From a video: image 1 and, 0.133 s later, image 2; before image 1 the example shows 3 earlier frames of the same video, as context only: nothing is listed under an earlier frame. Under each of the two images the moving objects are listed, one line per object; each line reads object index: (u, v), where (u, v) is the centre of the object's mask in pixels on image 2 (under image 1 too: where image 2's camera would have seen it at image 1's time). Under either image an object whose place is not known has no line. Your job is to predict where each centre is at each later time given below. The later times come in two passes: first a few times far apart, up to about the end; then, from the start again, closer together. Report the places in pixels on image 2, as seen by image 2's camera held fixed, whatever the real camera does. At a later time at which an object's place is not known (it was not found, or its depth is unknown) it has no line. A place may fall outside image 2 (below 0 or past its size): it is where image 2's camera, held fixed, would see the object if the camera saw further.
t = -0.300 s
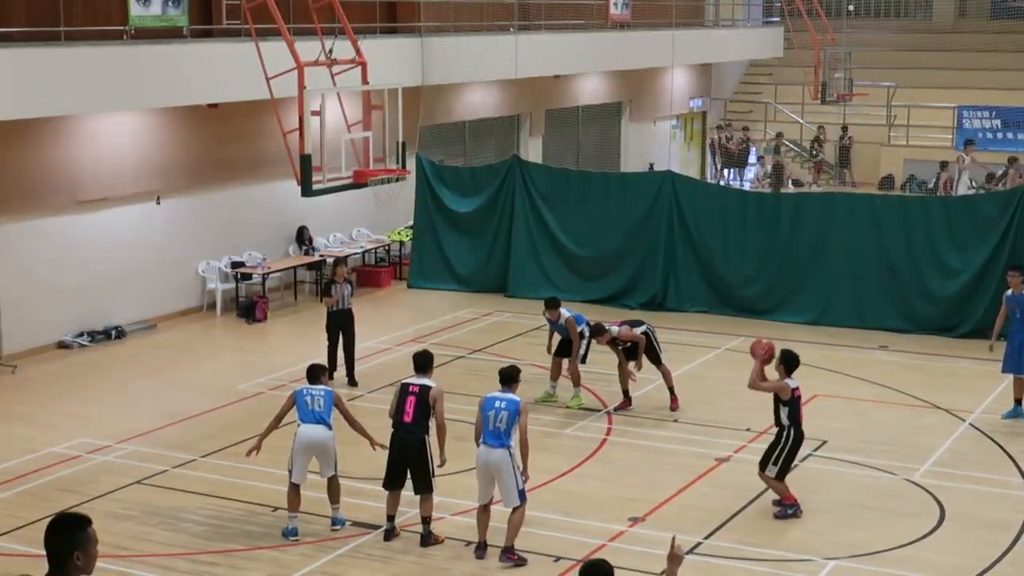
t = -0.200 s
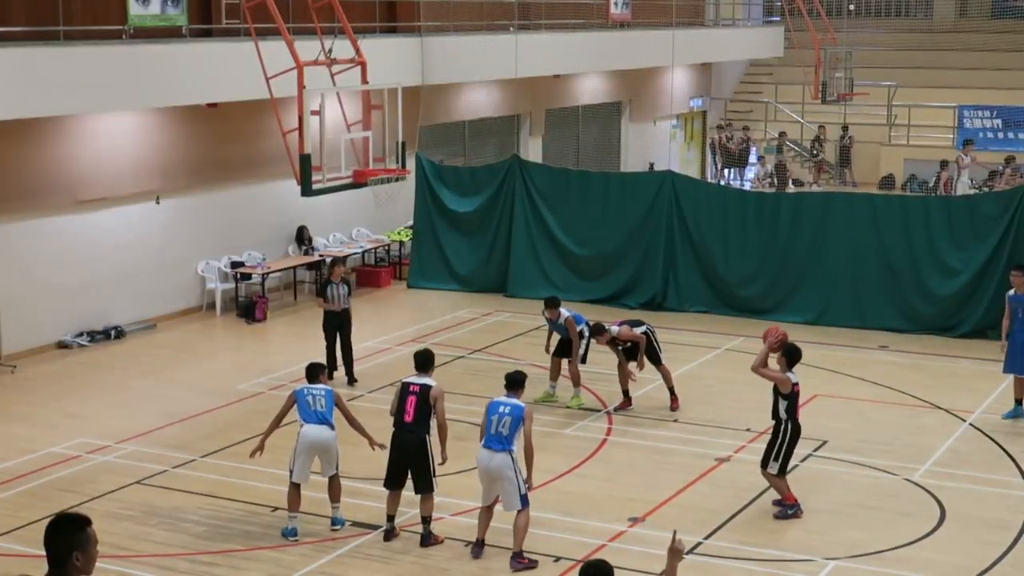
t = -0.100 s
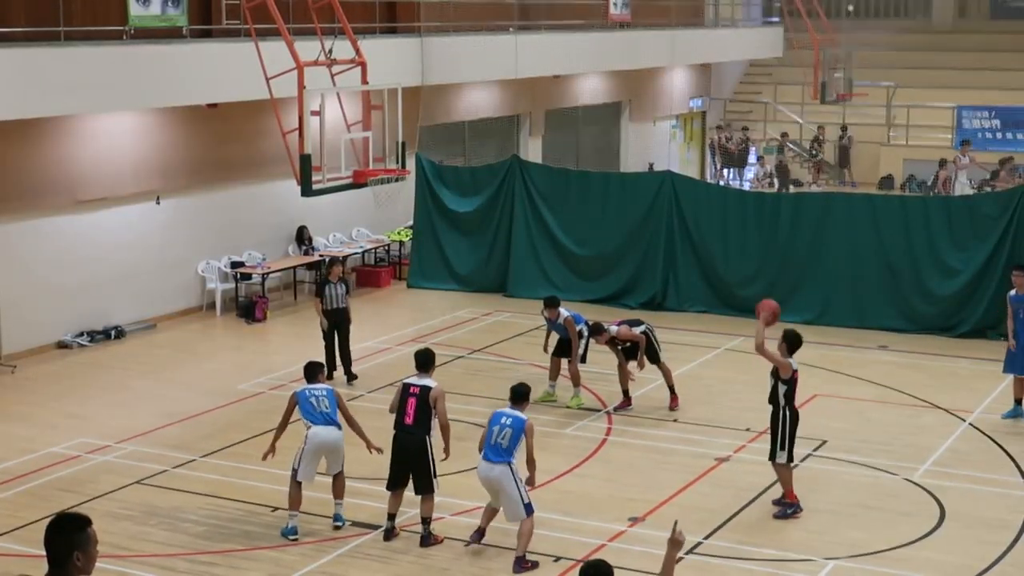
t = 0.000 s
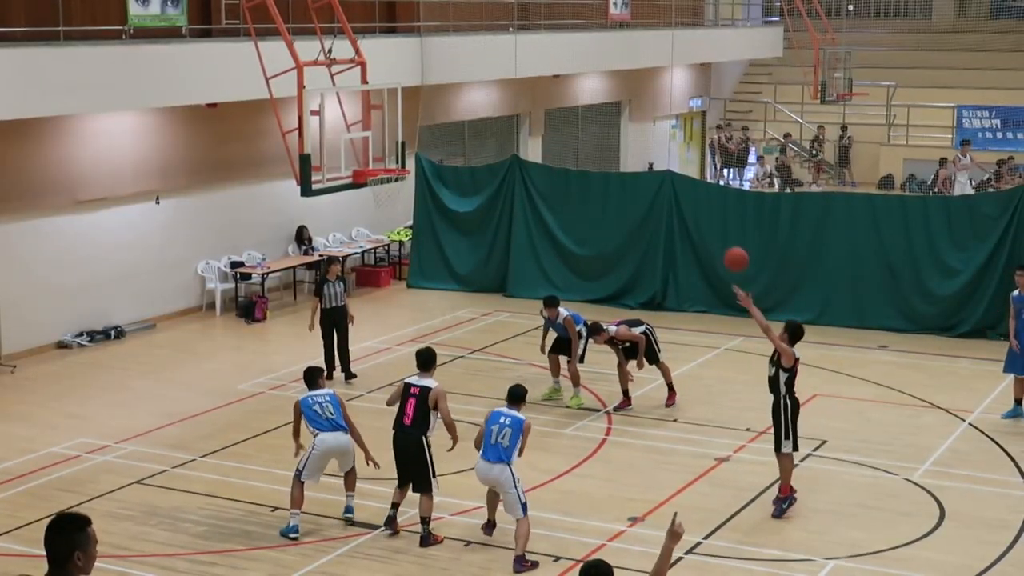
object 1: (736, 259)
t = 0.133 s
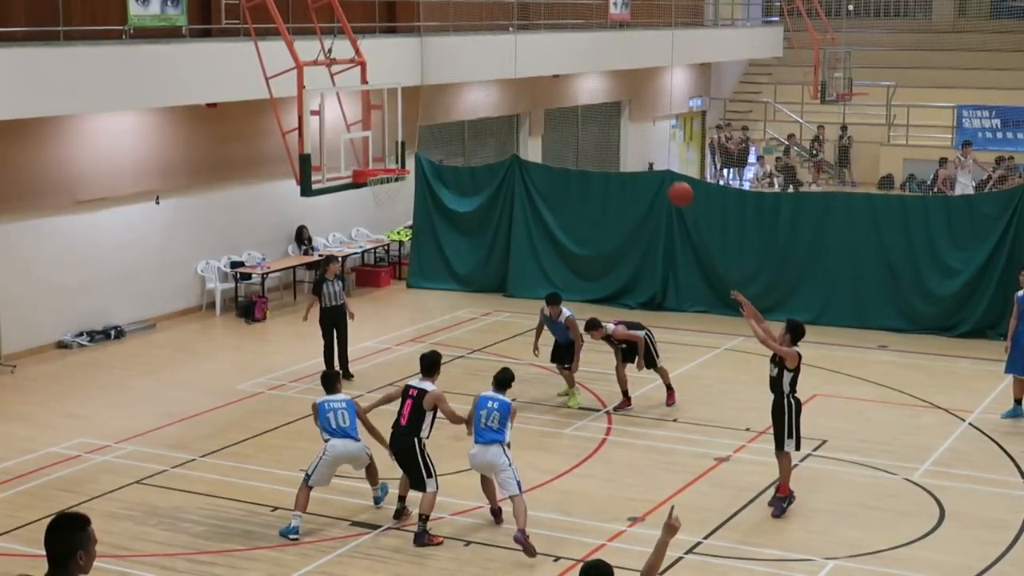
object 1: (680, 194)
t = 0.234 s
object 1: (640, 158)
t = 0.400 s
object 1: (575, 120)
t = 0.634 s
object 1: (489, 113)
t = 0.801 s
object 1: (431, 138)
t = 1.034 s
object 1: (376, 165)
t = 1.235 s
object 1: (394, 162)
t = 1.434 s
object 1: (415, 194)
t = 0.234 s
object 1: (640, 158)
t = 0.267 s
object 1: (627, 147)
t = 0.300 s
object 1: (613, 138)
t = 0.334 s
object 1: (600, 131)
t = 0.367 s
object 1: (588, 124)
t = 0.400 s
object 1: (575, 120)
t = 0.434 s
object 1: (562, 115)
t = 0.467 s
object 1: (549, 112)
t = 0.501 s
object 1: (537, 111)
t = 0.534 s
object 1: (525, 109)
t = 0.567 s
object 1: (513, 109)
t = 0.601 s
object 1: (501, 110)
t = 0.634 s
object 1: (489, 113)
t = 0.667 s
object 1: (477, 116)
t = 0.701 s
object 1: (466, 119)
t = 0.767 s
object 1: (443, 131)
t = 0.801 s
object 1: (431, 138)
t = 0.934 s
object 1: (393, 164)
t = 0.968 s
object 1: (385, 165)
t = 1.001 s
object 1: (380, 165)
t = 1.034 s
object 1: (376, 165)
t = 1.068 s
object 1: (379, 163)
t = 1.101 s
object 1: (382, 161)
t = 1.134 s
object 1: (385, 160)
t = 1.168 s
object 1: (388, 160)
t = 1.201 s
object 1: (391, 160)
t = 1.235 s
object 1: (394, 162)
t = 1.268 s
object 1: (398, 164)
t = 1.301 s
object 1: (402, 169)
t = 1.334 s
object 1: (405, 174)
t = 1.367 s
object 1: (408, 179)
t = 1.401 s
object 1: (412, 186)
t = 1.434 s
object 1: (415, 194)
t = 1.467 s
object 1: (419, 203)
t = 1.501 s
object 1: (423, 213)
